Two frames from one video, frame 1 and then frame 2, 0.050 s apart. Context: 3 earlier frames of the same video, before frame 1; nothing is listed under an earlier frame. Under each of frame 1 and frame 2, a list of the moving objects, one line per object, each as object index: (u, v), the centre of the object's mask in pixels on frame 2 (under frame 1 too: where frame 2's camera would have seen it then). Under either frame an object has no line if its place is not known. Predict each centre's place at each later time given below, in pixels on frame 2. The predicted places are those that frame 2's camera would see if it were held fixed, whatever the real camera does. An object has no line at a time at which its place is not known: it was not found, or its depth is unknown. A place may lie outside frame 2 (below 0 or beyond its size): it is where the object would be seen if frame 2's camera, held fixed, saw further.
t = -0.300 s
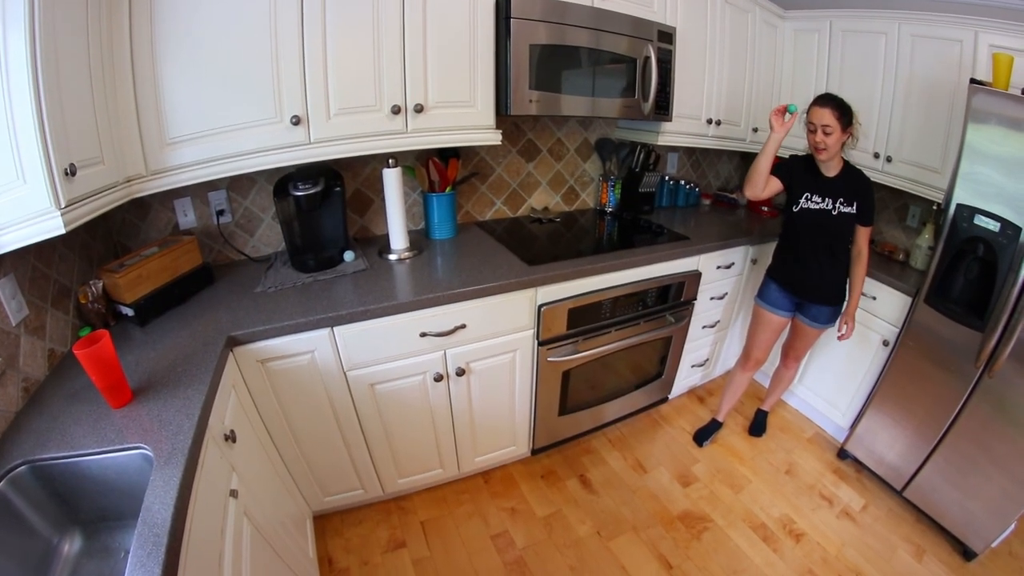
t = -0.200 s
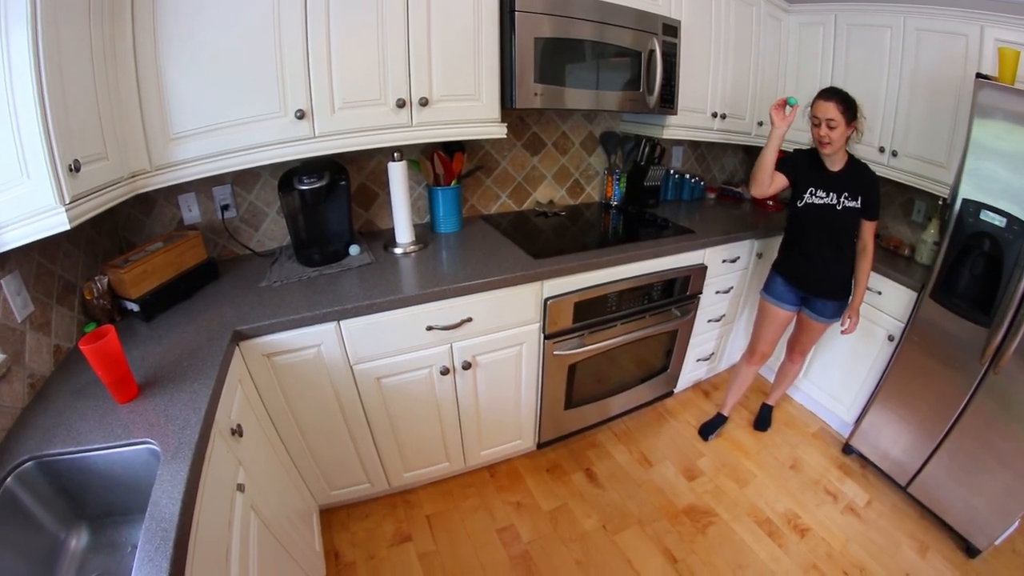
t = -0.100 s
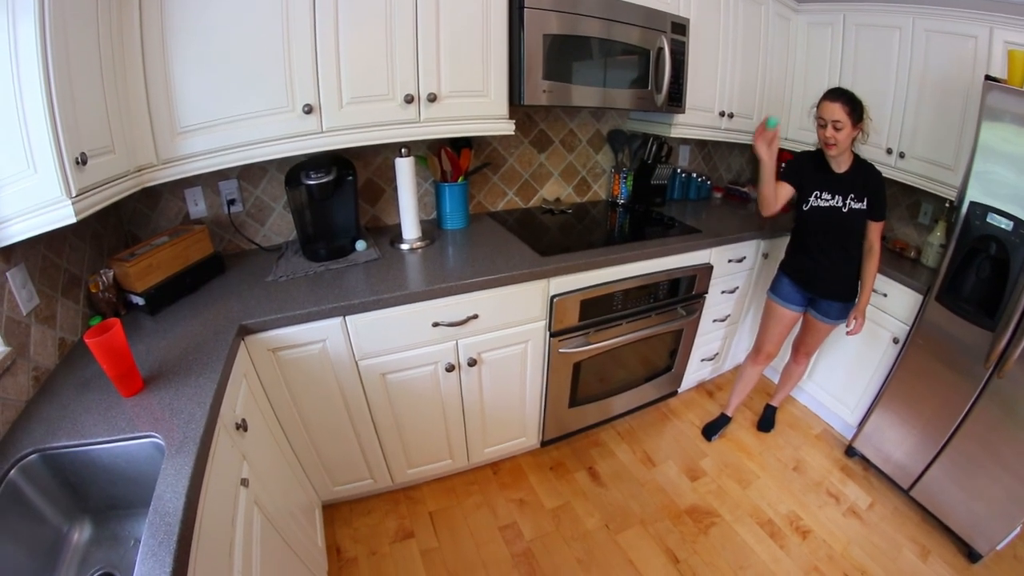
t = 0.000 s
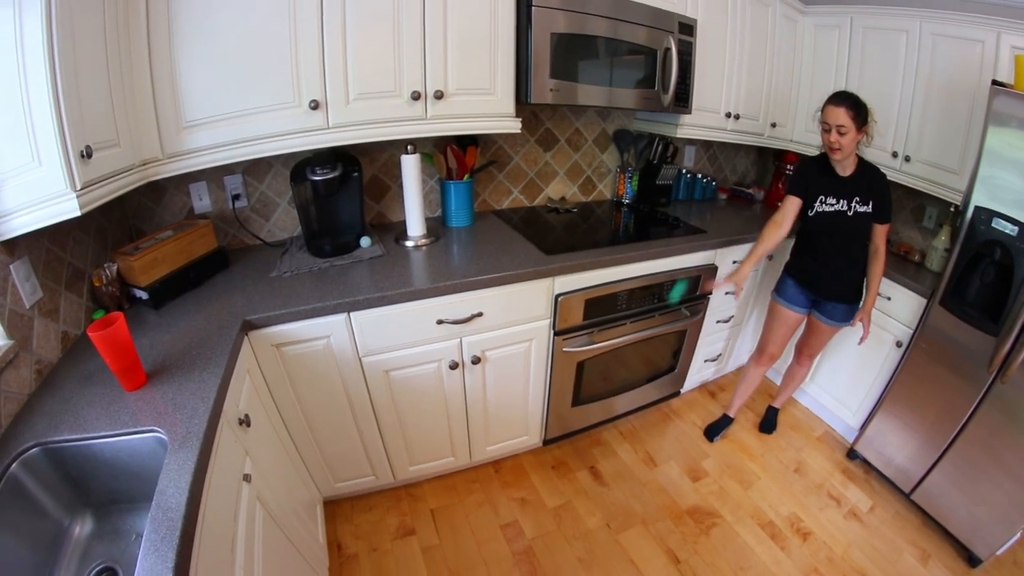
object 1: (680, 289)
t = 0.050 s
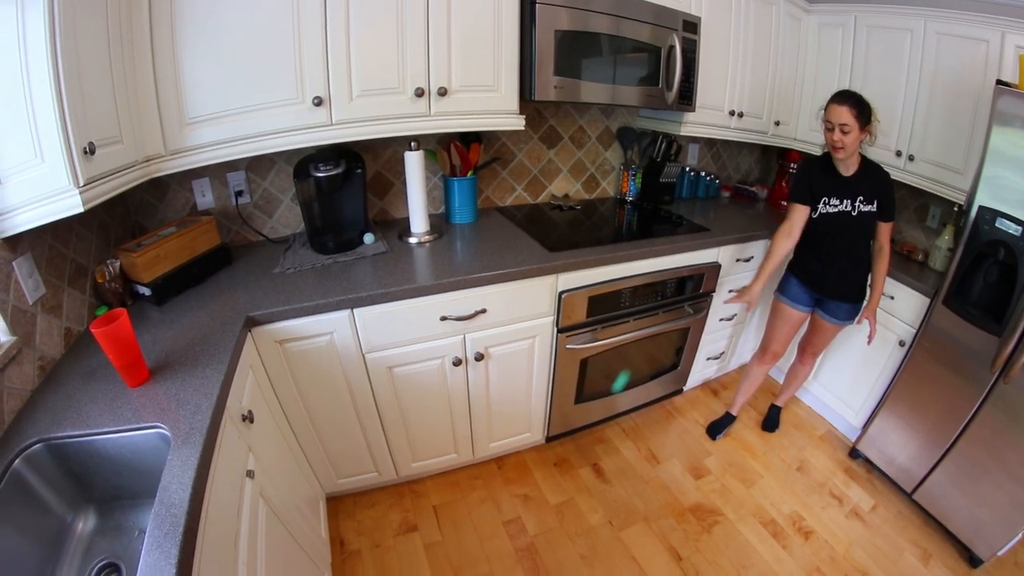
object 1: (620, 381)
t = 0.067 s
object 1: (602, 409)
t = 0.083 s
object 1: (584, 435)
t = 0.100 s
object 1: (568, 458)
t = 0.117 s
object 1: (553, 480)
